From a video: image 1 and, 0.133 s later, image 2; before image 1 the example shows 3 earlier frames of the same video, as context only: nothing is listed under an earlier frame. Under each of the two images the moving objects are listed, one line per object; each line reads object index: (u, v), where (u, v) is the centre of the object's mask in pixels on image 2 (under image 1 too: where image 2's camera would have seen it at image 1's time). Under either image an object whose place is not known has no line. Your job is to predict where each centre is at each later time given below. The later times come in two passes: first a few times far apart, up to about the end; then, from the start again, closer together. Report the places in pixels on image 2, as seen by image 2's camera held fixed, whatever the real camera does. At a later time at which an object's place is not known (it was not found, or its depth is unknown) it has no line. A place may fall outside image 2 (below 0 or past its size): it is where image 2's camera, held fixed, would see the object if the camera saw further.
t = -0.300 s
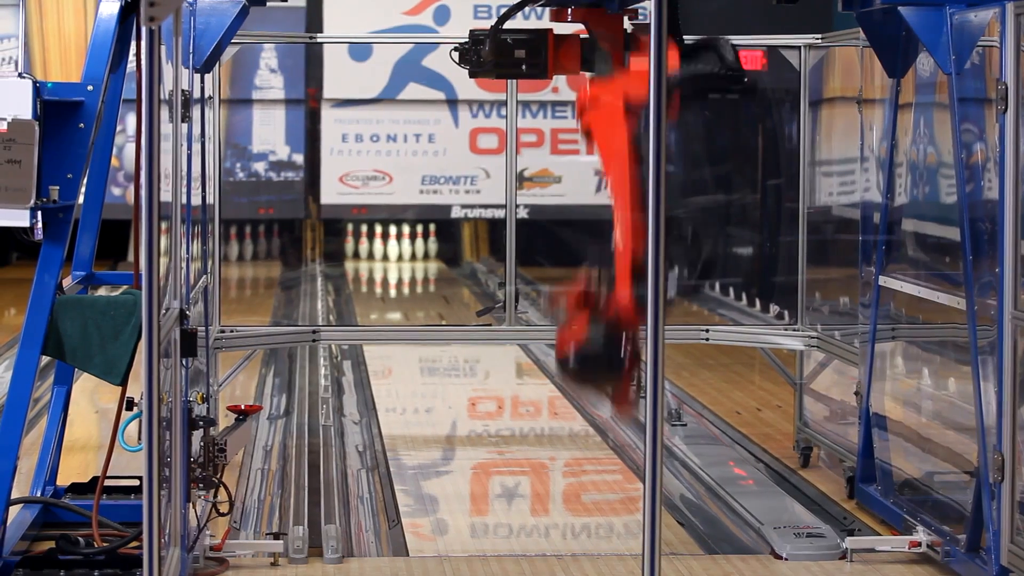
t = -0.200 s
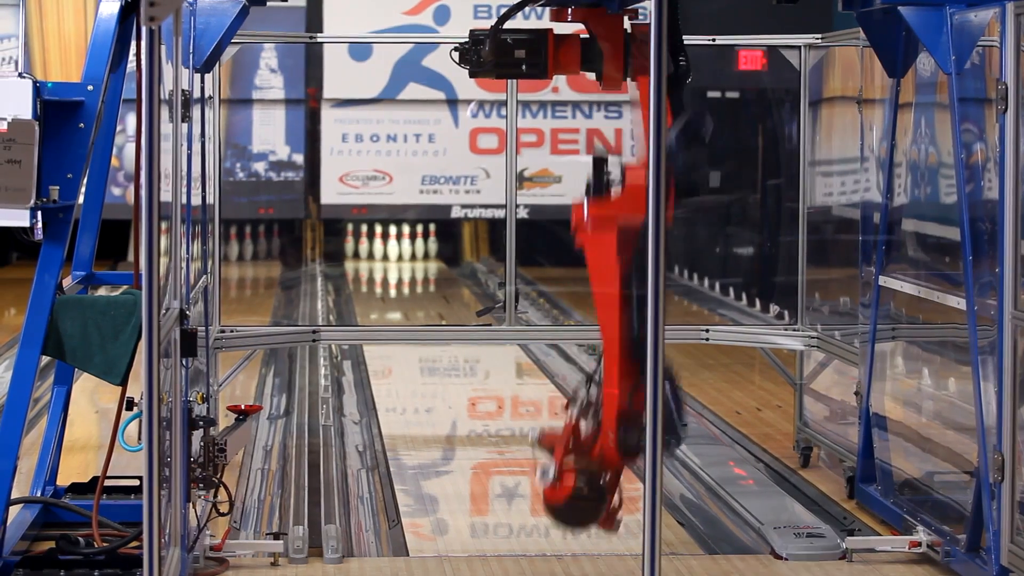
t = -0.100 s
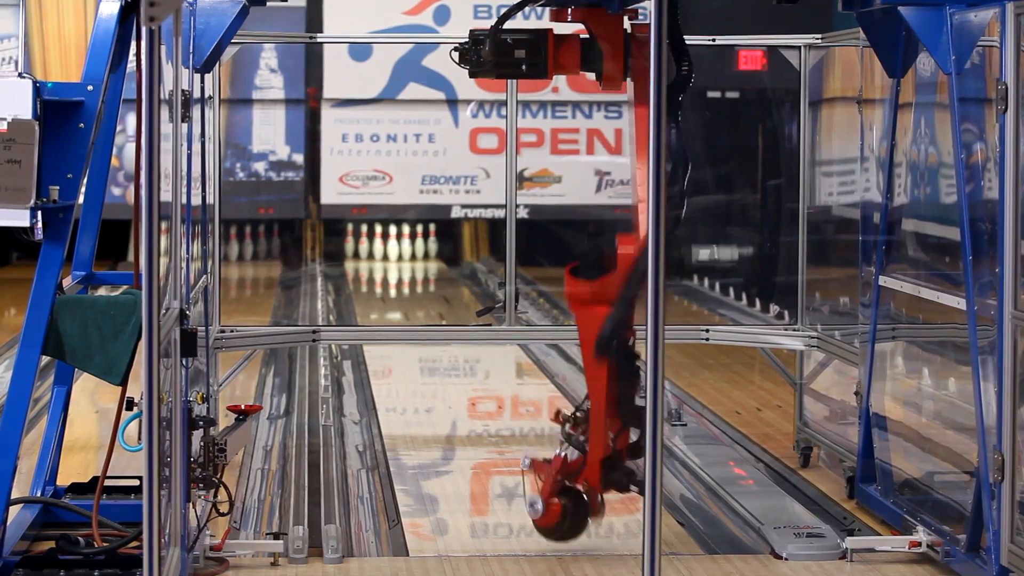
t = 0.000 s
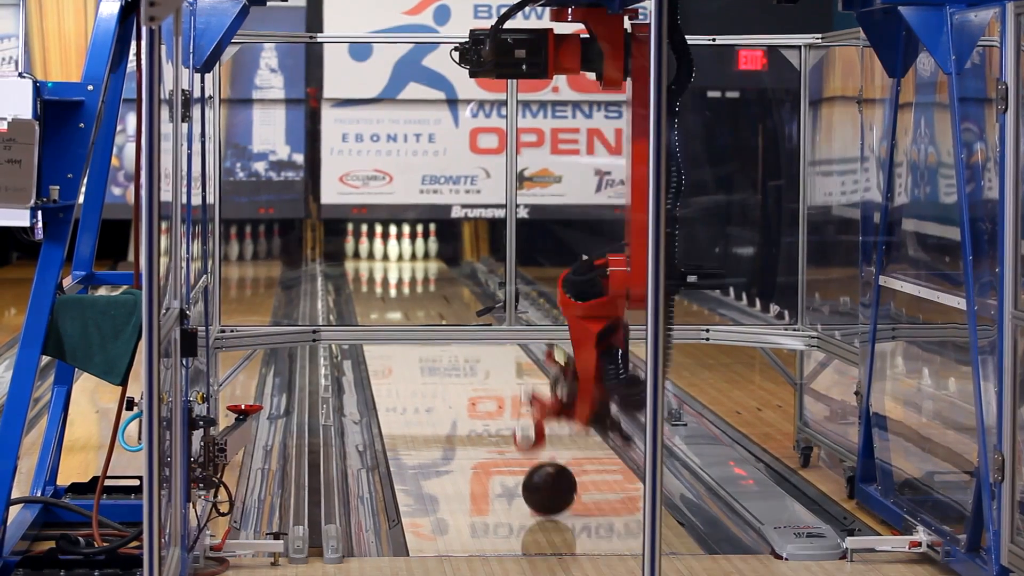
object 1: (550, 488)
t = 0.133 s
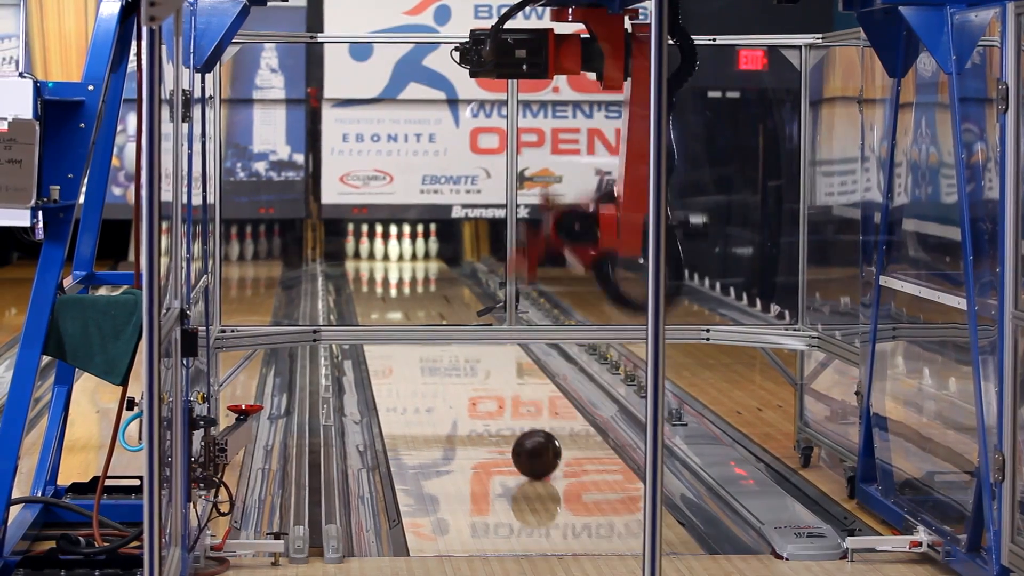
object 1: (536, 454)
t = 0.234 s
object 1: (528, 431)
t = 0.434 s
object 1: (514, 394)
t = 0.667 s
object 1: (500, 361)
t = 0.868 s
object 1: (491, 348)
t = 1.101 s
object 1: (480, 315)
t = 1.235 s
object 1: (474, 306)
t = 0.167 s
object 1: (534, 446)
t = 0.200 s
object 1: (531, 439)
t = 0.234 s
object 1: (528, 431)
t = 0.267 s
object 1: (525, 424)
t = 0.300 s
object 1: (523, 418)
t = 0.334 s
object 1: (521, 412)
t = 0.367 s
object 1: (518, 405)
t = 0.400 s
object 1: (516, 400)
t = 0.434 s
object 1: (514, 394)
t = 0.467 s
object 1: (512, 388)
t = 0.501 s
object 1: (510, 383)
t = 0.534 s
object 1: (508, 378)
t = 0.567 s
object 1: (506, 374)
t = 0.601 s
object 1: (504, 369)
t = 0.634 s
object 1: (502, 365)
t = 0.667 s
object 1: (500, 361)
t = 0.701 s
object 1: (499, 358)
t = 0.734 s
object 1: (497, 356)
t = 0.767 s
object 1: (495, 354)
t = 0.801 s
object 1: (494, 352)
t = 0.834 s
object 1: (492, 350)
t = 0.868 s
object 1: (491, 348)
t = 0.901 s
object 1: (489, 347)
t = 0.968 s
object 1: (487, 321)
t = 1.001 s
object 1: (485, 320)
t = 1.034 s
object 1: (483, 319)
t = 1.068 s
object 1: (481, 318)
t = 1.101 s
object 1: (480, 315)
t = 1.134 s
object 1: (479, 313)
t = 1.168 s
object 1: (477, 311)
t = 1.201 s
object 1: (476, 309)
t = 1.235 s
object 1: (474, 306)
